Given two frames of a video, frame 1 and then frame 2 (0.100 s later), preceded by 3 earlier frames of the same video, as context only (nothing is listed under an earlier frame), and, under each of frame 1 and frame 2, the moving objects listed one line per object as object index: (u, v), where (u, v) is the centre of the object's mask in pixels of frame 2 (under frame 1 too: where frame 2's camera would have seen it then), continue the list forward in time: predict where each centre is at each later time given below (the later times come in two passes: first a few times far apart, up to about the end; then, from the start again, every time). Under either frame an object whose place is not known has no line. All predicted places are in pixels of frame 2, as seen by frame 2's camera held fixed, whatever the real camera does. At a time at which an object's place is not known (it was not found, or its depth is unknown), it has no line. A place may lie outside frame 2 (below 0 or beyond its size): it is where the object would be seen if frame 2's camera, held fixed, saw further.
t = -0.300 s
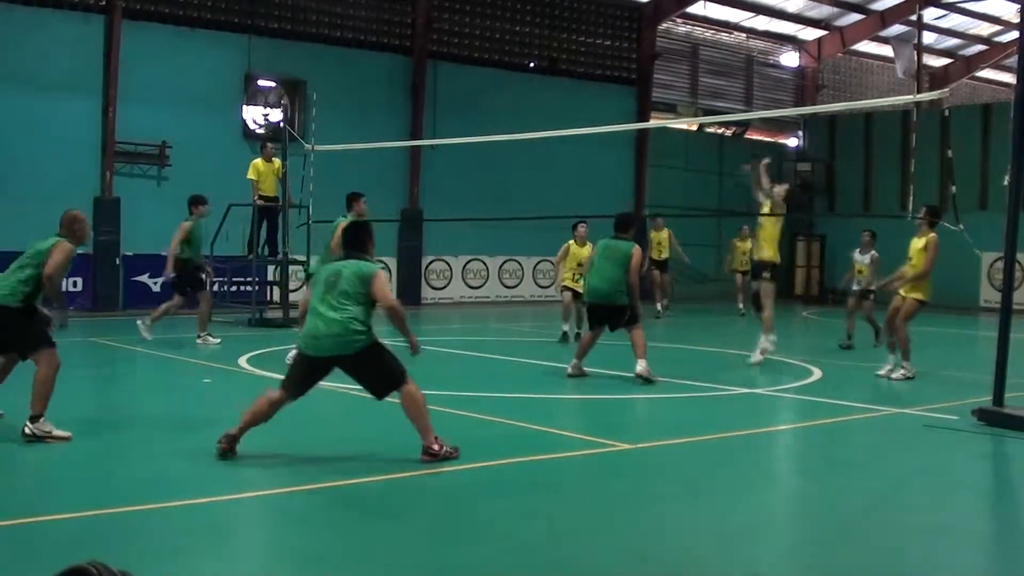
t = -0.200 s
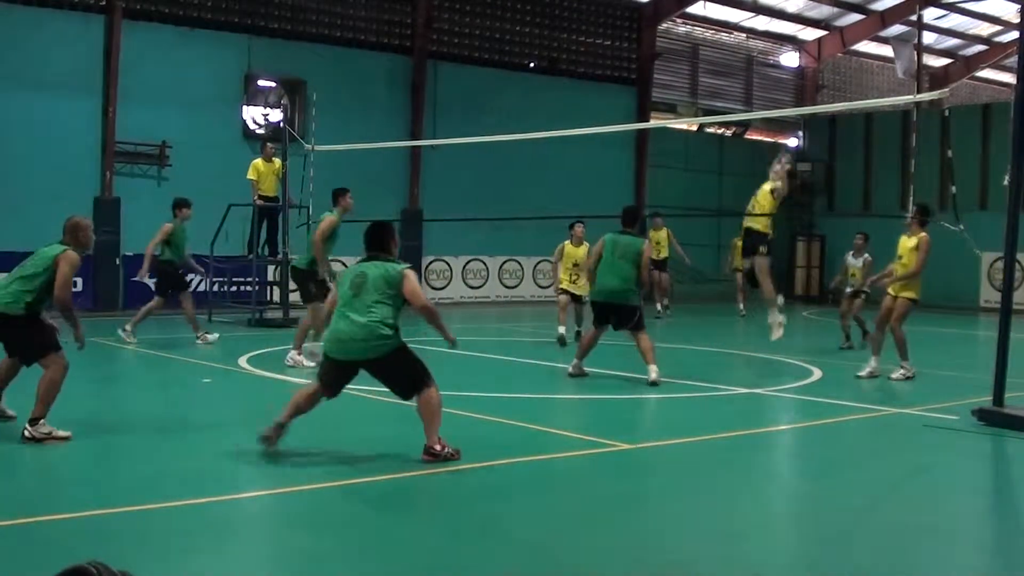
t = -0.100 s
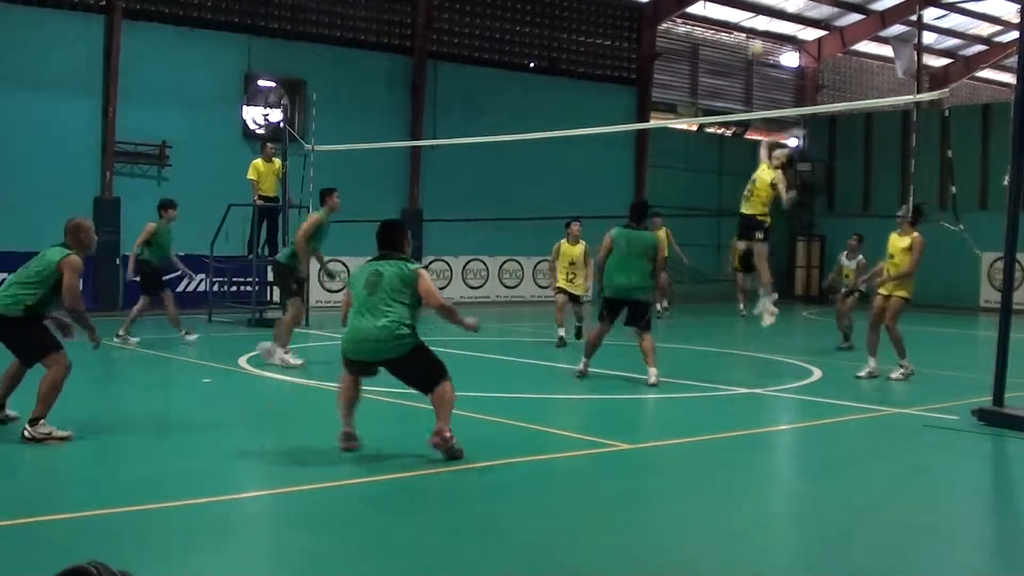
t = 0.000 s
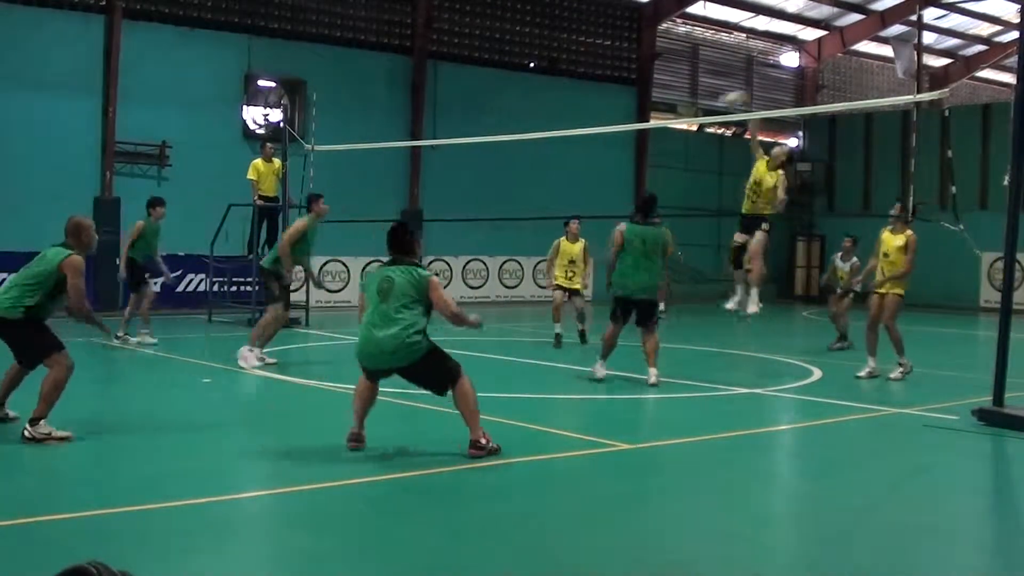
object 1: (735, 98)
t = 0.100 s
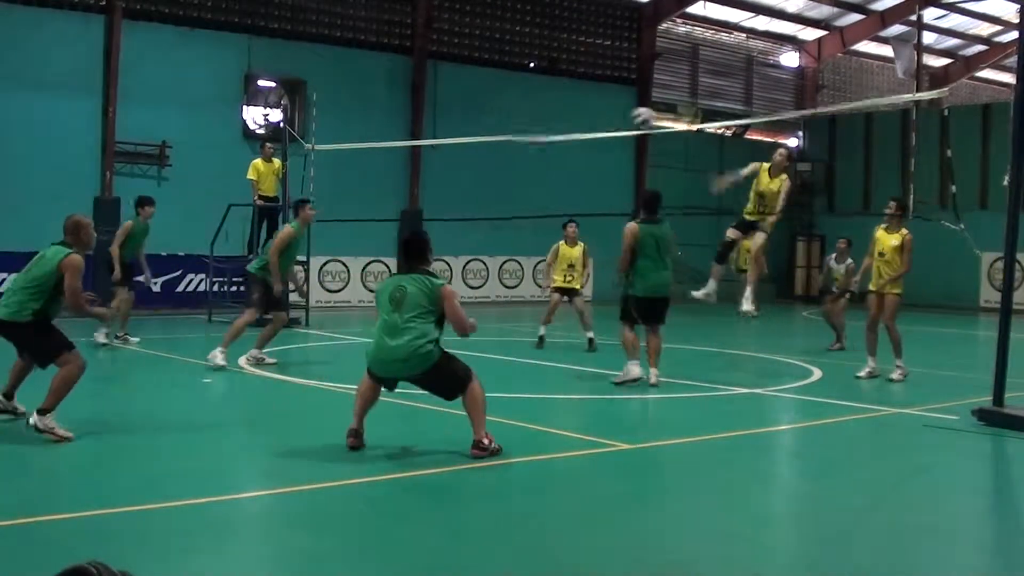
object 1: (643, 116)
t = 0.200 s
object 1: (584, 110)
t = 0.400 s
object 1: (452, 133)
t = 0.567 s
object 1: (325, 200)
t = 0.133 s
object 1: (624, 113)
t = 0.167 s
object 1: (604, 110)
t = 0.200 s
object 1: (584, 110)
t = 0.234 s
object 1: (563, 110)
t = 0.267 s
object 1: (541, 111)
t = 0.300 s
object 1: (520, 117)
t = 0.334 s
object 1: (498, 120)
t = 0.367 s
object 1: (475, 125)
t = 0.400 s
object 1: (452, 133)
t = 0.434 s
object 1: (428, 142)
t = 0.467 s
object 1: (403, 155)
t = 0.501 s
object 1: (377, 169)
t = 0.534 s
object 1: (351, 184)
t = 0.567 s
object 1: (325, 200)
